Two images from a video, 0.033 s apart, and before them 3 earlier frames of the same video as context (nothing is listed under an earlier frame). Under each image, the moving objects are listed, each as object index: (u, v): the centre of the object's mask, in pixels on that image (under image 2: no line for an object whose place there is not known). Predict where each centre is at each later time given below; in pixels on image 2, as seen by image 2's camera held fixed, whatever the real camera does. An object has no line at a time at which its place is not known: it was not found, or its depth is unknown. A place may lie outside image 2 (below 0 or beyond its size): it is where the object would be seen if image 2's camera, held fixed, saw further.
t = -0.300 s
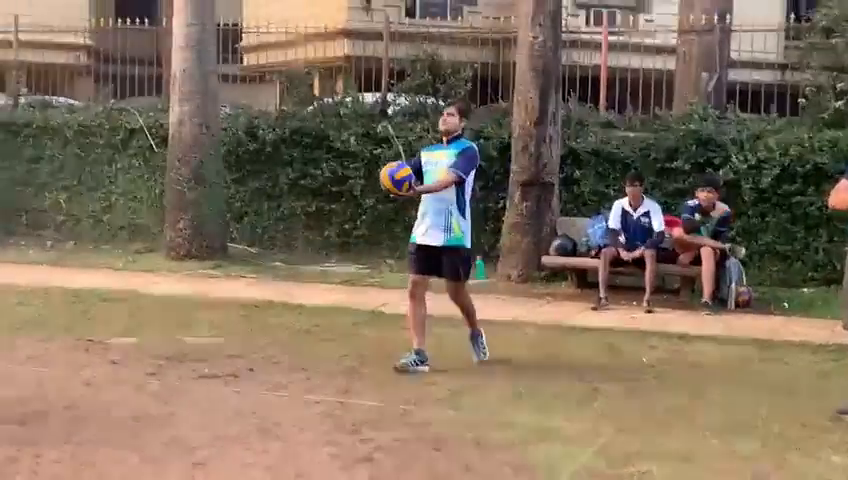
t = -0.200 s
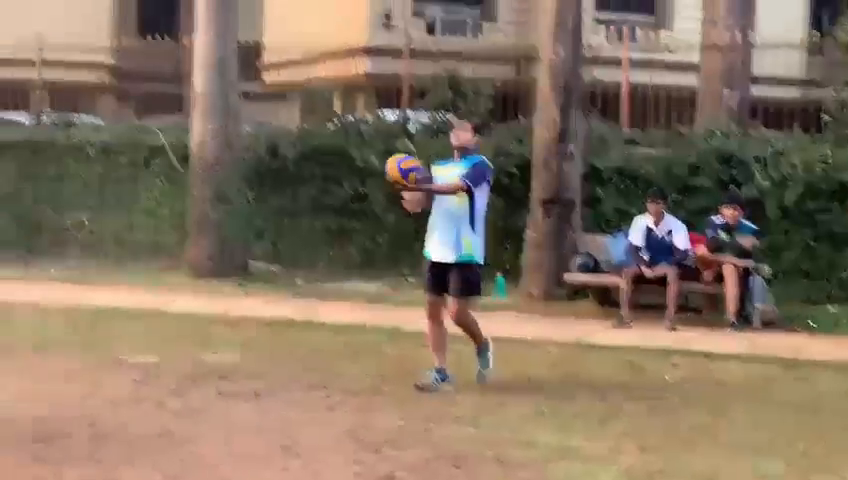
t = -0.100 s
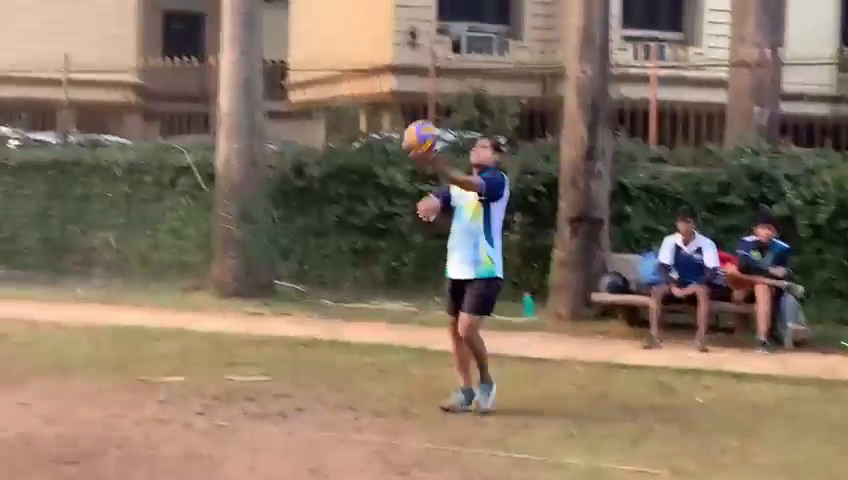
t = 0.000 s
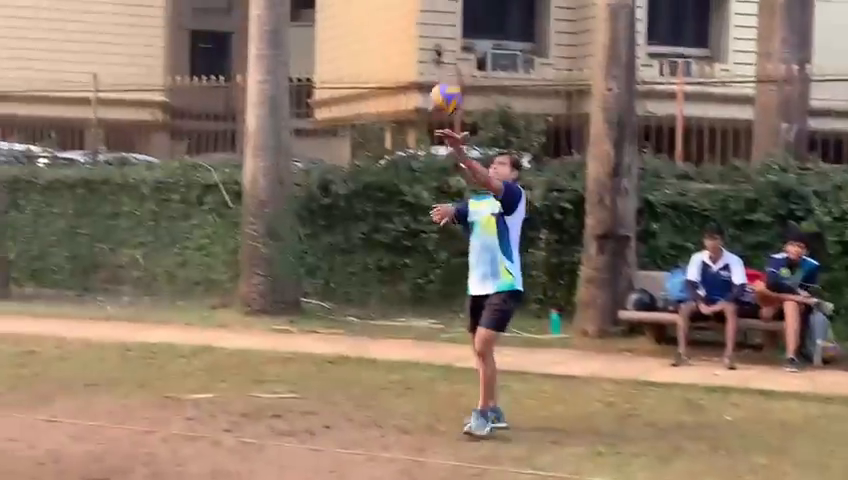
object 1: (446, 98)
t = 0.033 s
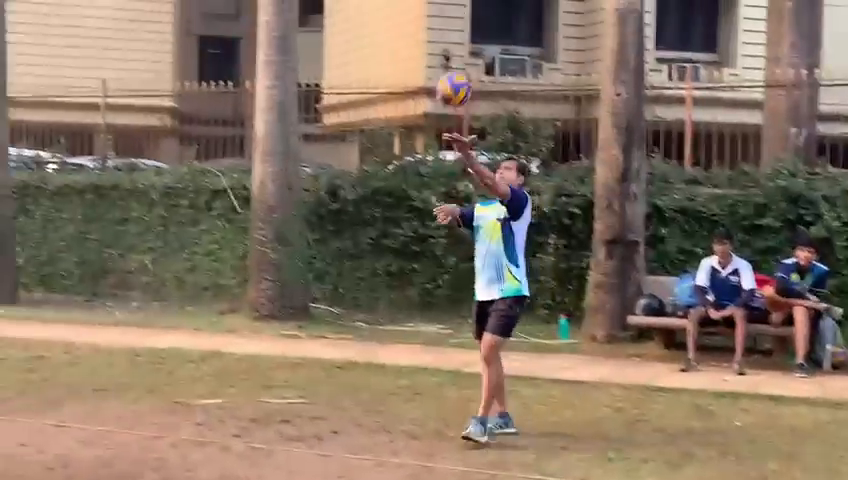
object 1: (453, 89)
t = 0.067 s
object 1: (453, 74)
